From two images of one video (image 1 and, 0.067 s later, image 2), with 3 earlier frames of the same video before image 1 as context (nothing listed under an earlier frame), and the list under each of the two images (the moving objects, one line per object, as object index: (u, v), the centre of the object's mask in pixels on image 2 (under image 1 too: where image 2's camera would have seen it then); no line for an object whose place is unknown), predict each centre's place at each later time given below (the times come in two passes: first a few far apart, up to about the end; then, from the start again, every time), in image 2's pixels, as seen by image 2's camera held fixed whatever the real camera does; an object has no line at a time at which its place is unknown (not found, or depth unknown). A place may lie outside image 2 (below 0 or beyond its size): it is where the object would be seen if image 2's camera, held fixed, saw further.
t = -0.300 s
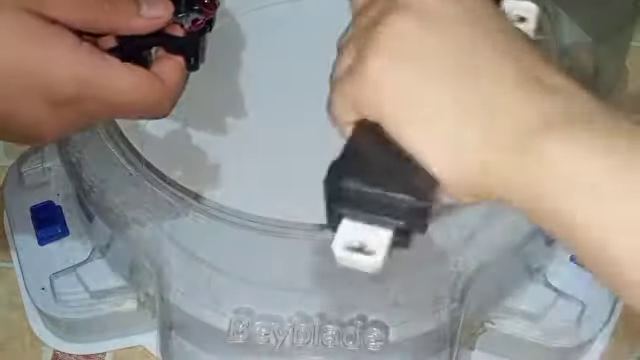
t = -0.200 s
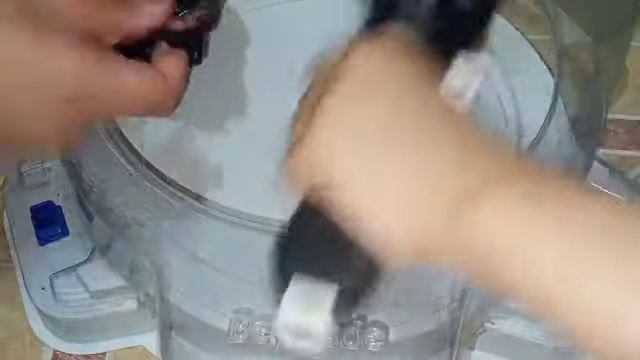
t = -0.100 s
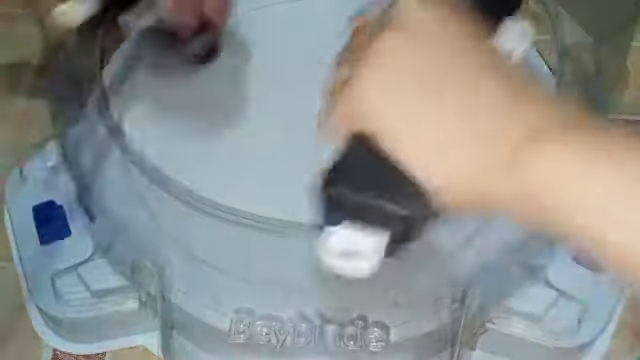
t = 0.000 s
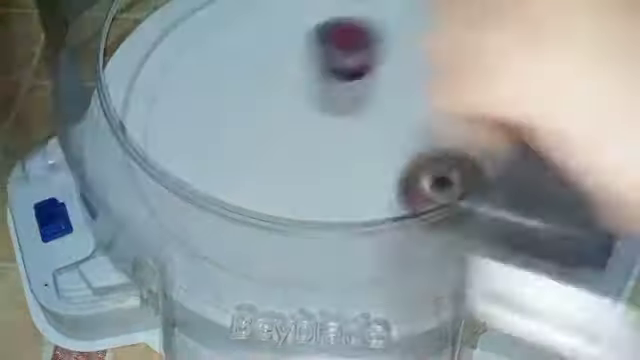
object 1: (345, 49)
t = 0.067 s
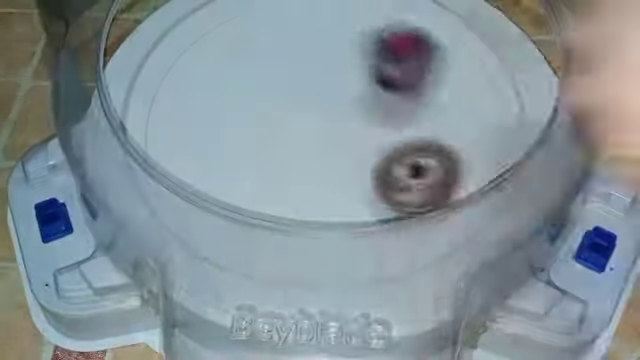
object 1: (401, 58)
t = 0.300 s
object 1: (388, 36)
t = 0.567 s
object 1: (189, 70)
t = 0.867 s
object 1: (496, 154)
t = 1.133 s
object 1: (393, 169)
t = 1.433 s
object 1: (484, 150)
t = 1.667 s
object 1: (464, 141)
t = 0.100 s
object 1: (427, 84)
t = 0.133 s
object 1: (433, 76)
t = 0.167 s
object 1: (430, 62)
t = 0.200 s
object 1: (424, 60)
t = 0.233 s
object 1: (416, 70)
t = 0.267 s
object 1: (405, 59)
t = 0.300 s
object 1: (388, 36)
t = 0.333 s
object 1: (371, 27)
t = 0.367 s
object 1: (345, 23)
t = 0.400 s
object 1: (317, 20)
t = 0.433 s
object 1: (291, 17)
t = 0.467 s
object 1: (264, 18)
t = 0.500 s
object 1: (236, 24)
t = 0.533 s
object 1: (211, 42)
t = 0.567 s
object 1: (189, 70)
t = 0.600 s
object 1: (178, 109)
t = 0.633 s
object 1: (185, 151)
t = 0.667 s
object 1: (213, 183)
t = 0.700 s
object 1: (254, 232)
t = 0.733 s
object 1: (311, 256)
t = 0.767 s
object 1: (374, 261)
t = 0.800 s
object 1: (432, 240)
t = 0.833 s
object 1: (473, 195)
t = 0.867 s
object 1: (496, 154)
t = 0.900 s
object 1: (507, 111)
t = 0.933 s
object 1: (497, 90)
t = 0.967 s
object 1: (472, 101)
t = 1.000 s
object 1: (441, 133)
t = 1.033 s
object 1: (430, 144)
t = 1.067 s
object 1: (414, 150)
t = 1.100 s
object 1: (400, 163)
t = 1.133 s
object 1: (393, 169)
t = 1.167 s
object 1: (390, 177)
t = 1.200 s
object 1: (392, 183)
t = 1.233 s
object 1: (401, 187)
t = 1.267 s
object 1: (415, 189)
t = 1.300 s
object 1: (437, 199)
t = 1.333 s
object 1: (466, 206)
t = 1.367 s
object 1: (470, 173)
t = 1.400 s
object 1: (477, 161)
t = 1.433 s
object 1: (484, 150)
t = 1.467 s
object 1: (490, 140)
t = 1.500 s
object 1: (492, 133)
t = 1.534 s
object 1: (492, 131)
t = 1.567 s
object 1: (488, 131)
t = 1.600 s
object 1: (483, 133)
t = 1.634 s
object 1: (474, 136)
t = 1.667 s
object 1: (464, 141)
